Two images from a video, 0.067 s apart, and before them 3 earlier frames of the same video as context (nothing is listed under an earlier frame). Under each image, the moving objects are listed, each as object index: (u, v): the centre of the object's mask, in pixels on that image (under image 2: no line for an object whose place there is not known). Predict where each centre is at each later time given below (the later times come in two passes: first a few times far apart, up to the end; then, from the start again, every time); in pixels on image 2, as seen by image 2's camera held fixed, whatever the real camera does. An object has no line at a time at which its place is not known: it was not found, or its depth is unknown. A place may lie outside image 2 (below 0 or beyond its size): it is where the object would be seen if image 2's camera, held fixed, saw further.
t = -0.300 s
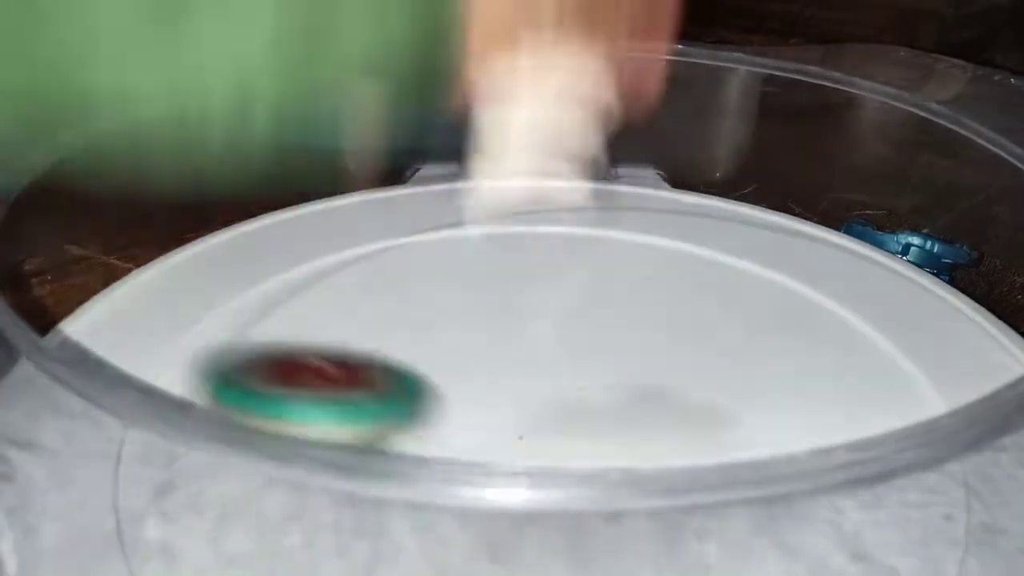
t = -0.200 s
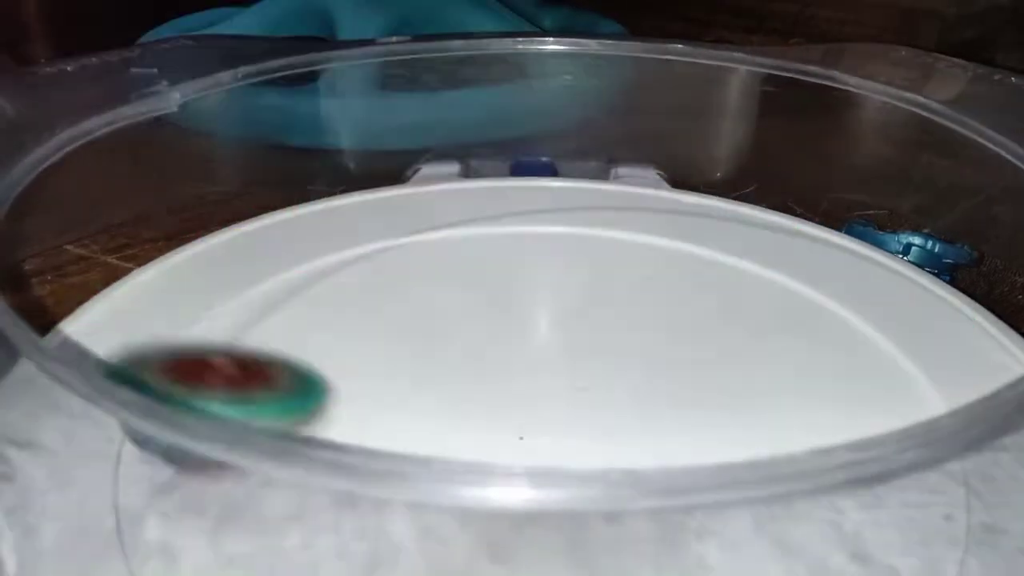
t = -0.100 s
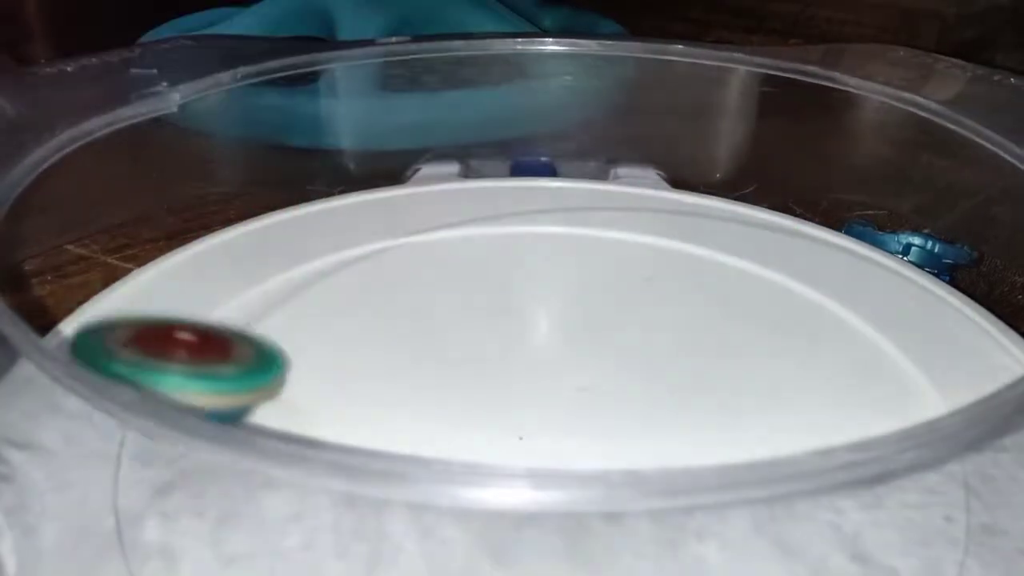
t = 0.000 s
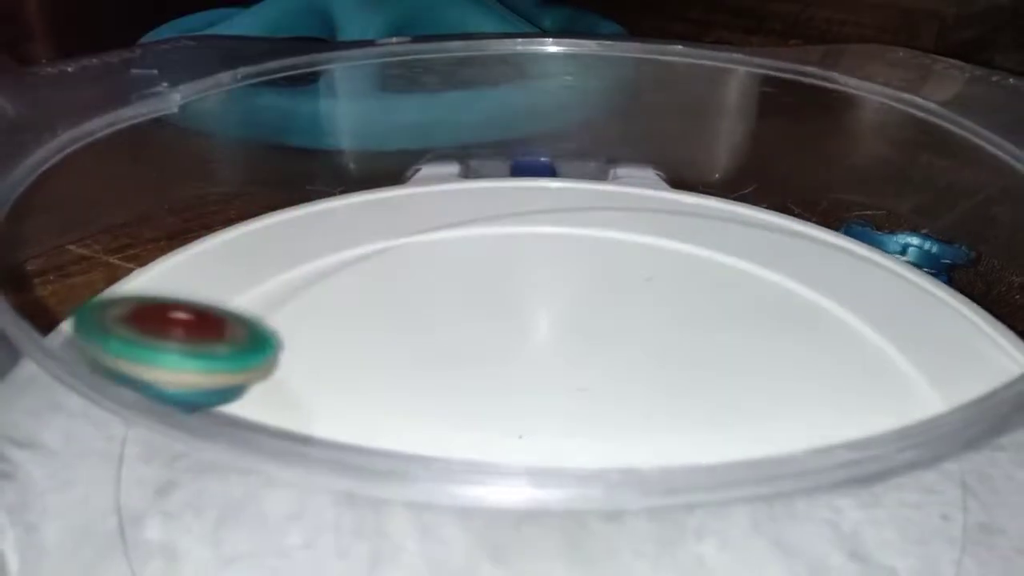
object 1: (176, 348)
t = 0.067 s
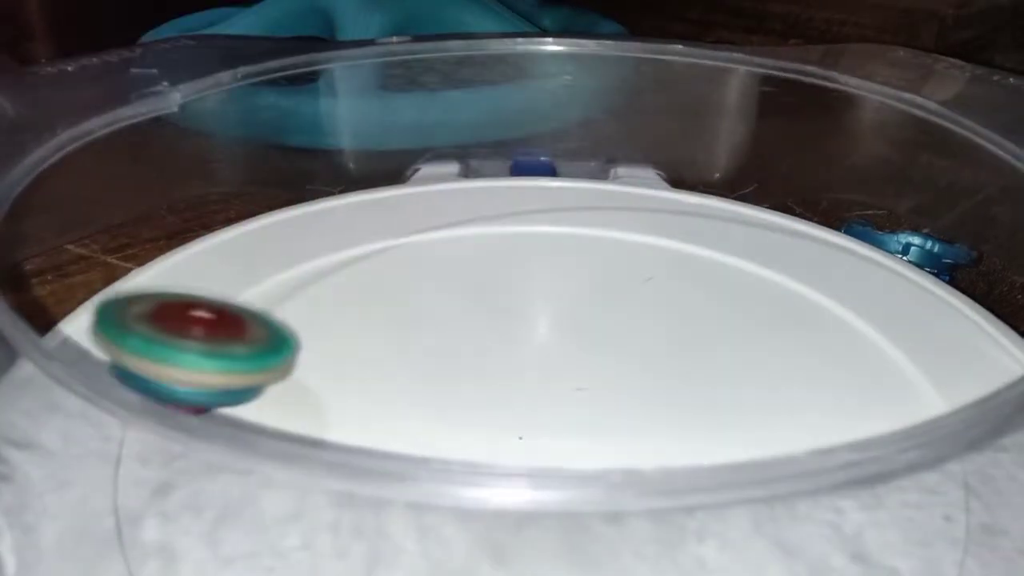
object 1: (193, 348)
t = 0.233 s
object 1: (267, 361)
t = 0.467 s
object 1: (368, 342)
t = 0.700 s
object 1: (435, 290)
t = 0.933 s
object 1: (455, 264)
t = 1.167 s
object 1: (461, 284)
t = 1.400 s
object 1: (496, 297)
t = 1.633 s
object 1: (545, 277)
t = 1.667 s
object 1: (550, 273)
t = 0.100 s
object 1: (205, 350)
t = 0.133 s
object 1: (219, 352)
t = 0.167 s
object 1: (236, 355)
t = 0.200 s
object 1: (251, 359)
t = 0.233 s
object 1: (267, 361)
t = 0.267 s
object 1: (283, 363)
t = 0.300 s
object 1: (299, 363)
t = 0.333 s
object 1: (314, 361)
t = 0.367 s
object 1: (327, 358)
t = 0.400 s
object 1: (342, 354)
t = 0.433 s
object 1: (355, 348)
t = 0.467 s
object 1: (368, 342)
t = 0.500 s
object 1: (381, 335)
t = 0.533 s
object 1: (393, 328)
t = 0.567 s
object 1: (403, 320)
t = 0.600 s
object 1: (413, 312)
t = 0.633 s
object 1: (421, 304)
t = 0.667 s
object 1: (429, 297)
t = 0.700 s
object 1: (435, 290)
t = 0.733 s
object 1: (440, 284)
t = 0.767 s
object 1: (444, 279)
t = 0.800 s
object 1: (448, 274)
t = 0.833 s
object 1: (451, 270)
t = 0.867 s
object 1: (453, 267)
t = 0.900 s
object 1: (454, 265)
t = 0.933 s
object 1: (455, 264)
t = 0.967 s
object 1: (455, 264)
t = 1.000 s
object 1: (455, 265)
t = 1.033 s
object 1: (456, 268)
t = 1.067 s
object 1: (456, 271)
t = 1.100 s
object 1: (457, 275)
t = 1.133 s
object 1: (459, 279)
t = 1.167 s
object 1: (461, 284)
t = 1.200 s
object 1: (464, 288)
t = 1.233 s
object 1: (467, 291)
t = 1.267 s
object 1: (471, 294)
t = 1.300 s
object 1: (476, 296)
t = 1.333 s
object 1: (482, 297)
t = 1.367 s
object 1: (489, 298)
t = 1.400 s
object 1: (496, 297)
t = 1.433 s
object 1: (504, 296)
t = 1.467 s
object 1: (511, 295)
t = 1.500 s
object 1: (519, 292)
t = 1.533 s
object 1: (526, 290)
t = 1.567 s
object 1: (533, 286)
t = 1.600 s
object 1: (539, 282)
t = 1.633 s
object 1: (545, 277)
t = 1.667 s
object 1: (550, 273)
